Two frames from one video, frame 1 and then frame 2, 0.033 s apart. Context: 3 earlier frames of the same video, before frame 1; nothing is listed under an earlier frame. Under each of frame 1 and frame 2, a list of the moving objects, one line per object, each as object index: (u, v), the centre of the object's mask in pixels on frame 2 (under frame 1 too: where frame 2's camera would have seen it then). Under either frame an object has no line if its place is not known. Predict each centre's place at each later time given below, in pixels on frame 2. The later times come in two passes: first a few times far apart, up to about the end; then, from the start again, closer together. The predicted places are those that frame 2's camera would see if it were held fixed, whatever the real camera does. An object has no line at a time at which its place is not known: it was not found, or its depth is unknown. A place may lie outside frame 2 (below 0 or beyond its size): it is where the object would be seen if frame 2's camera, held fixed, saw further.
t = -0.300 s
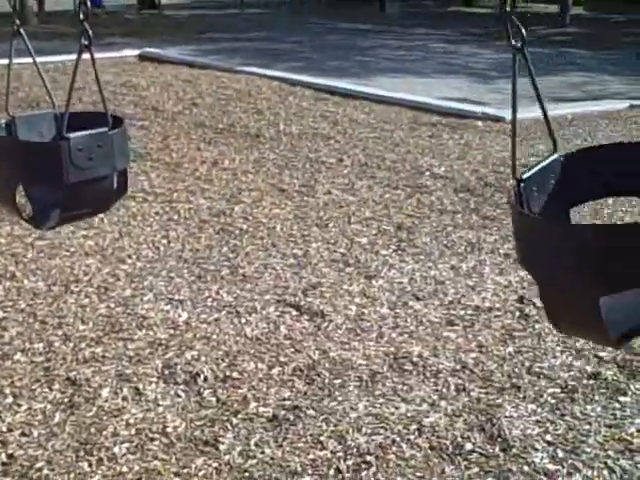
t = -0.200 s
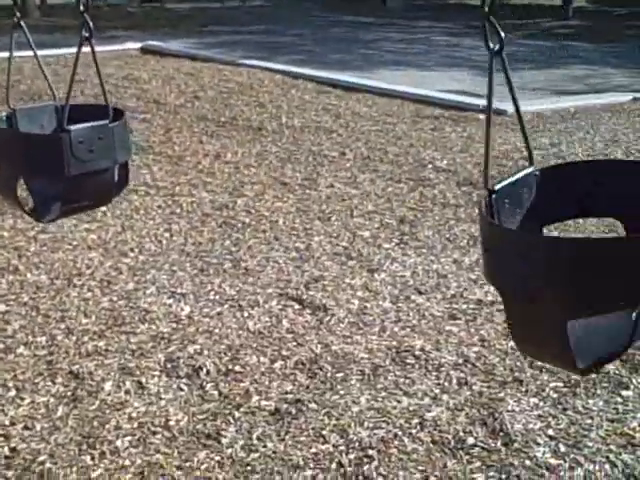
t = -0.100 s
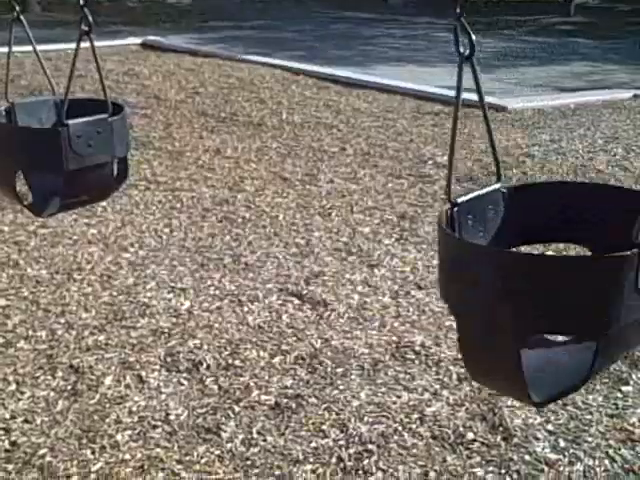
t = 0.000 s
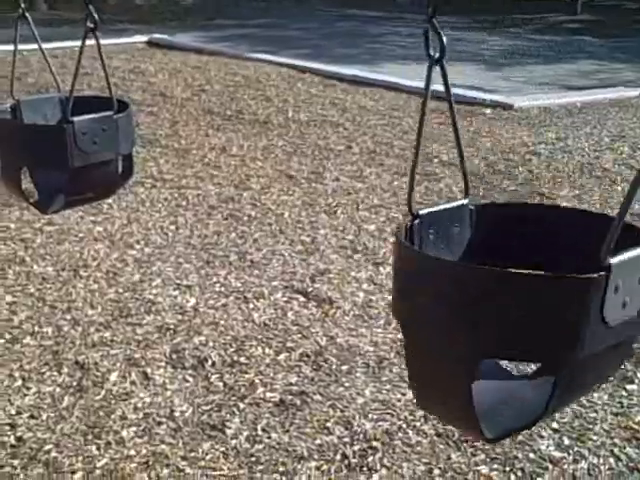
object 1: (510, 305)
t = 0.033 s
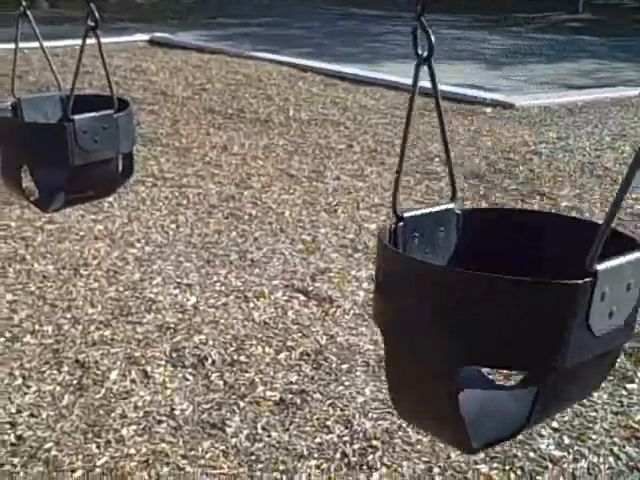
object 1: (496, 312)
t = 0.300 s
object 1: (358, 351)
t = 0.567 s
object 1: (284, 353)
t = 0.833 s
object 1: (352, 320)
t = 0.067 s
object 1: (481, 321)
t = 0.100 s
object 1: (463, 327)
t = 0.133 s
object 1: (444, 334)
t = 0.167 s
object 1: (421, 322)
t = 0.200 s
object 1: (403, 328)
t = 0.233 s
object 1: (386, 330)
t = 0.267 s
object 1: (374, 349)
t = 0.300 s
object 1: (358, 351)
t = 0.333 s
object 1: (341, 354)
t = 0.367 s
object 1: (321, 333)
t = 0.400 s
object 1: (309, 332)
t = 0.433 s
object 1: (298, 333)
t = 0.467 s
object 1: (294, 353)
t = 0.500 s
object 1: (289, 357)
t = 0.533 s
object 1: (285, 355)
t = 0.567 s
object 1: (284, 353)
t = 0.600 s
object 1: (284, 352)
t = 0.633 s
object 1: (284, 330)
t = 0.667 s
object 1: (292, 330)
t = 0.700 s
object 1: (301, 329)
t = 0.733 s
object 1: (310, 328)
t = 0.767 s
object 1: (323, 327)
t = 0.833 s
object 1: (352, 320)
